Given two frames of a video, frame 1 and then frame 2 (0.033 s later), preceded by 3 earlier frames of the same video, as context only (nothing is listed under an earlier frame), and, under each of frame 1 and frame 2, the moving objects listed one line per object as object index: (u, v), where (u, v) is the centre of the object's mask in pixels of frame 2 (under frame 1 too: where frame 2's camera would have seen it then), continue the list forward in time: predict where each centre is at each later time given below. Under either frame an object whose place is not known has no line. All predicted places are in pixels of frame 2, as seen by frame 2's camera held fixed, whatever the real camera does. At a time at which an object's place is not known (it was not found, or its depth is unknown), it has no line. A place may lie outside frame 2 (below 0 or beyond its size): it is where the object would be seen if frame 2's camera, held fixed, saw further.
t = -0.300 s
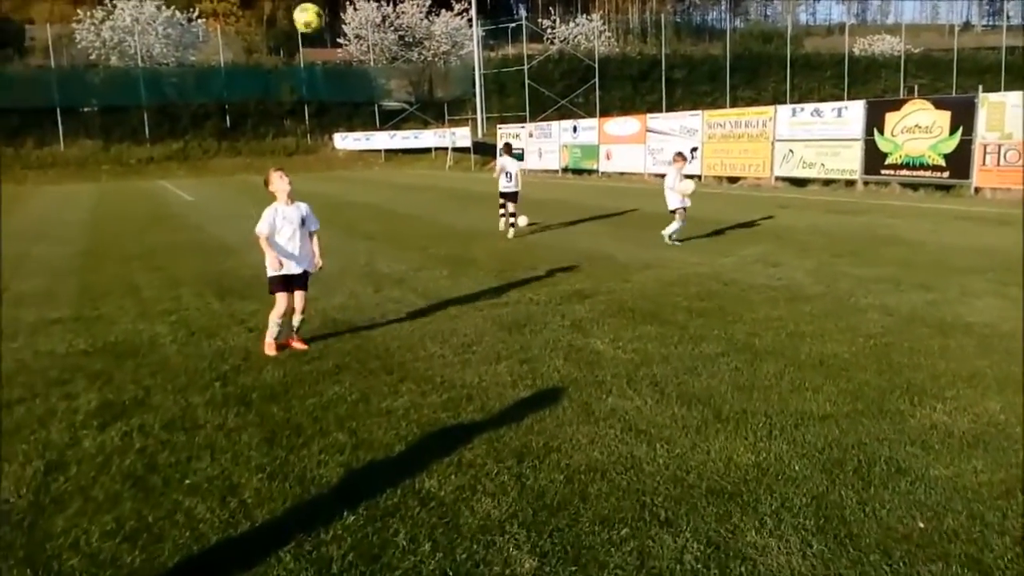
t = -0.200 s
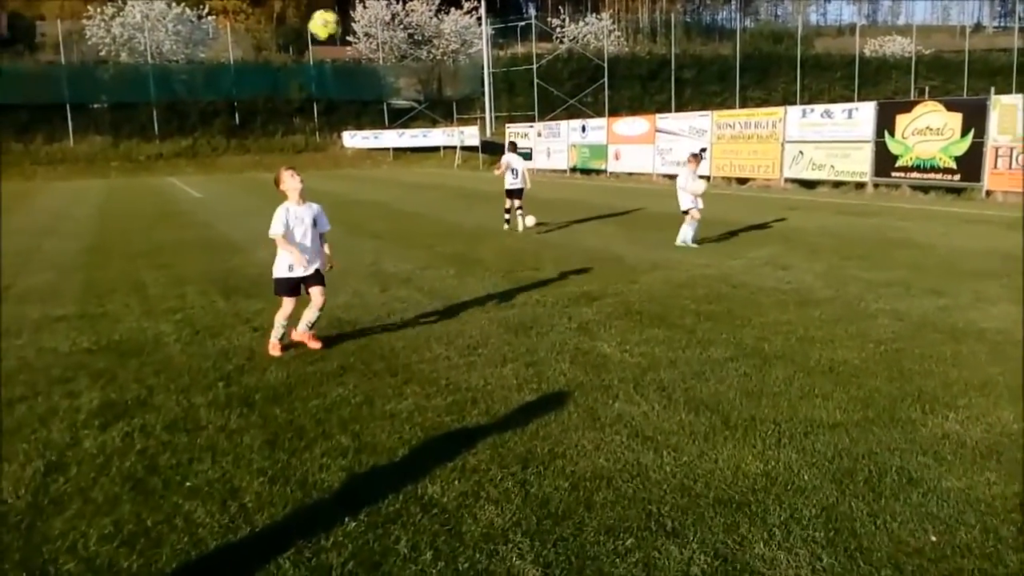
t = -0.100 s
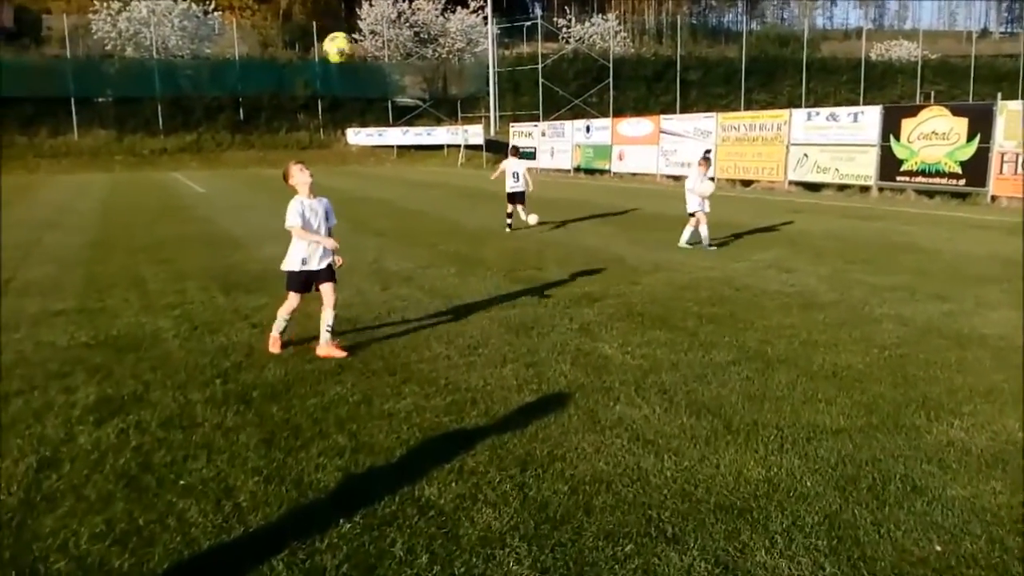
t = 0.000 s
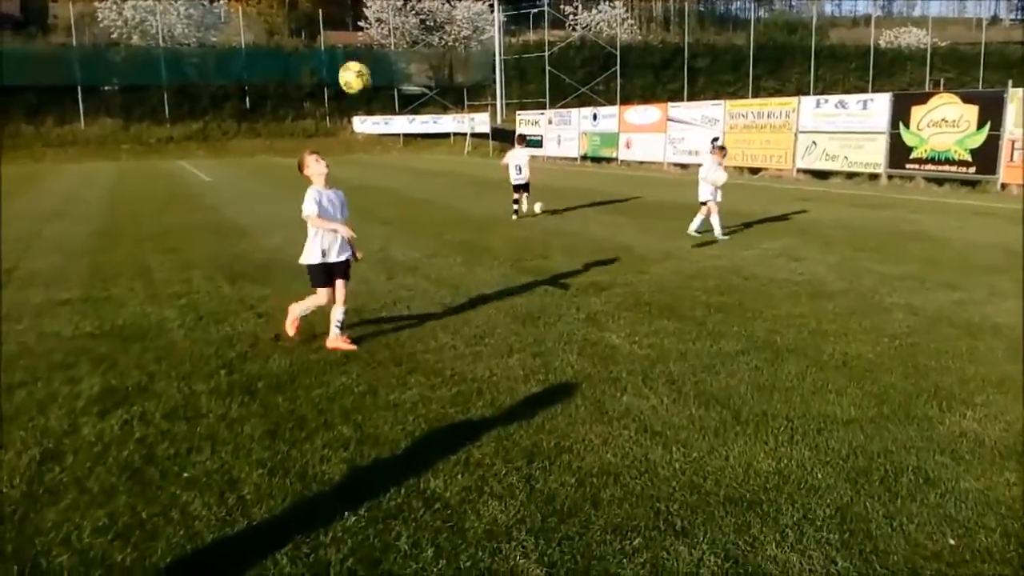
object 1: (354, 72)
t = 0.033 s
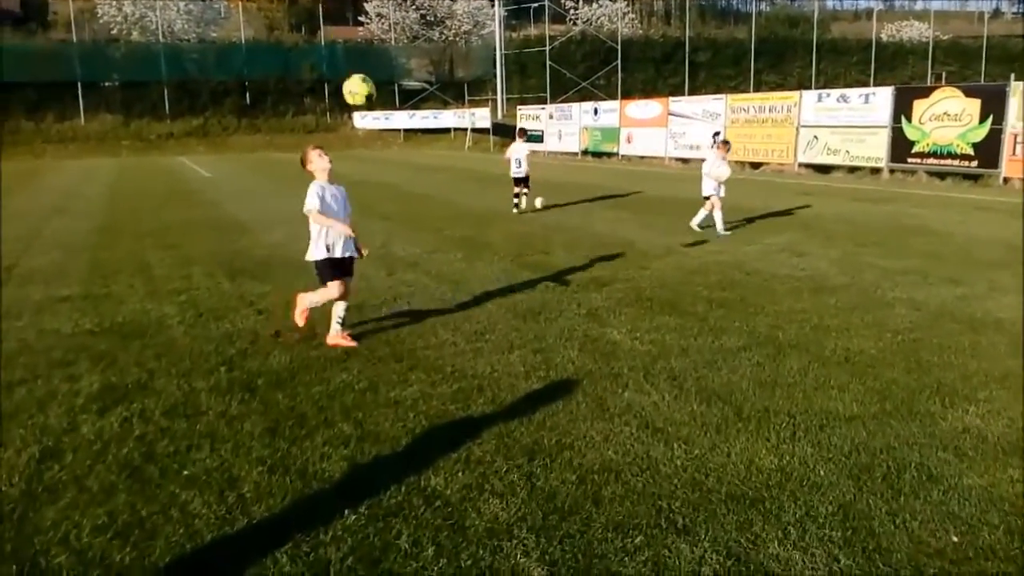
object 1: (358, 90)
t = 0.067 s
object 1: (363, 110)
